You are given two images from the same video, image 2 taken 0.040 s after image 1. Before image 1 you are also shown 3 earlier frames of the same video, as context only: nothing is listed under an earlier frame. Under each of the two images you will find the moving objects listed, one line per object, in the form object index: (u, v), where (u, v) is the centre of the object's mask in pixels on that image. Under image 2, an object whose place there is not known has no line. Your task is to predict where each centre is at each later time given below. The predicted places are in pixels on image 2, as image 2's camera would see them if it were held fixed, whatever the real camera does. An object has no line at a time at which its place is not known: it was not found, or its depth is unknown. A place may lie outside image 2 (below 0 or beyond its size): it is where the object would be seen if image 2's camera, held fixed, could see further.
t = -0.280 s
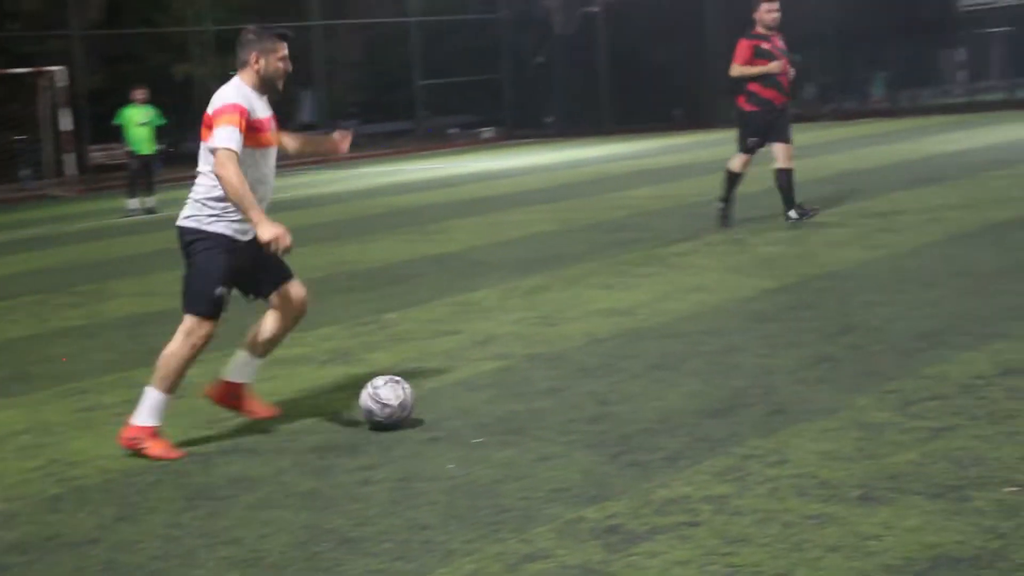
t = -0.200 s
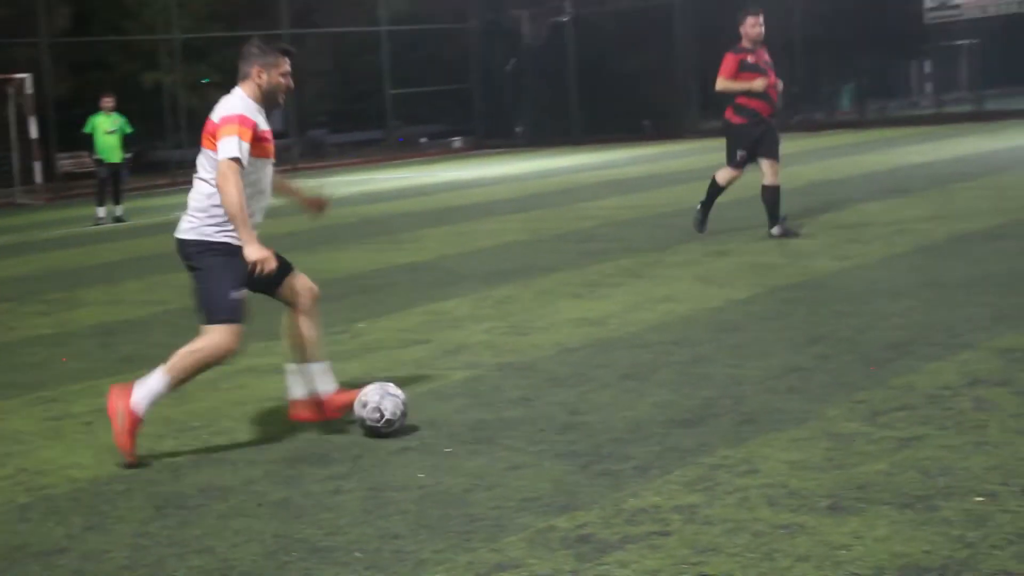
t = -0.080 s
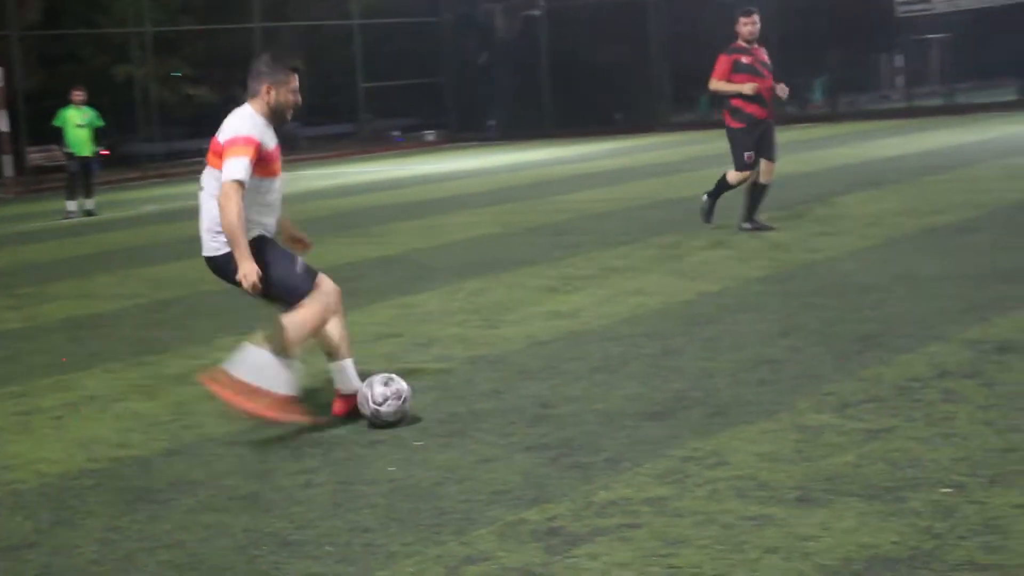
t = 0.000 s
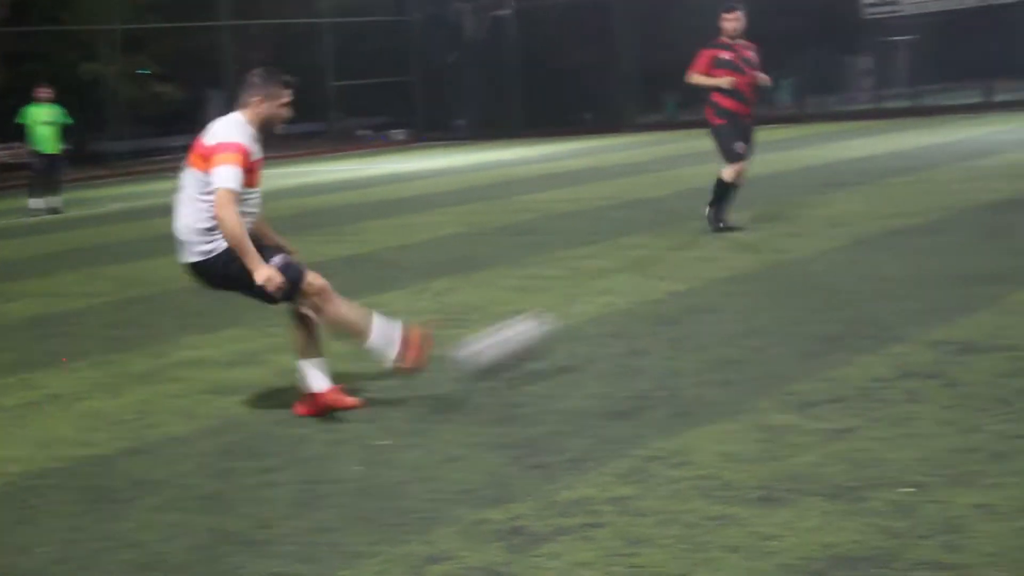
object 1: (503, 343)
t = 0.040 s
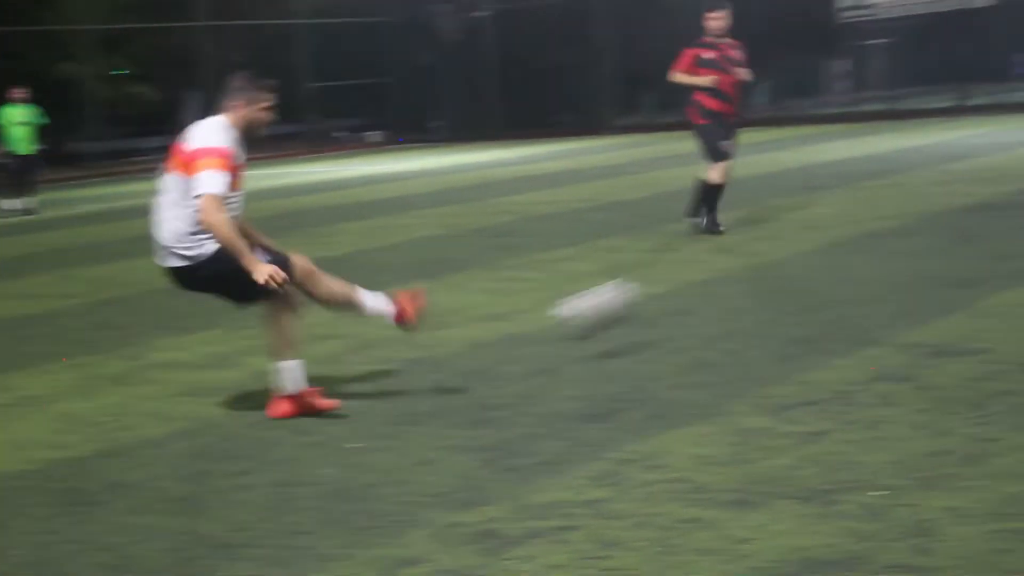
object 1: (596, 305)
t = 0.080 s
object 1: (697, 276)
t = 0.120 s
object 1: (781, 256)
